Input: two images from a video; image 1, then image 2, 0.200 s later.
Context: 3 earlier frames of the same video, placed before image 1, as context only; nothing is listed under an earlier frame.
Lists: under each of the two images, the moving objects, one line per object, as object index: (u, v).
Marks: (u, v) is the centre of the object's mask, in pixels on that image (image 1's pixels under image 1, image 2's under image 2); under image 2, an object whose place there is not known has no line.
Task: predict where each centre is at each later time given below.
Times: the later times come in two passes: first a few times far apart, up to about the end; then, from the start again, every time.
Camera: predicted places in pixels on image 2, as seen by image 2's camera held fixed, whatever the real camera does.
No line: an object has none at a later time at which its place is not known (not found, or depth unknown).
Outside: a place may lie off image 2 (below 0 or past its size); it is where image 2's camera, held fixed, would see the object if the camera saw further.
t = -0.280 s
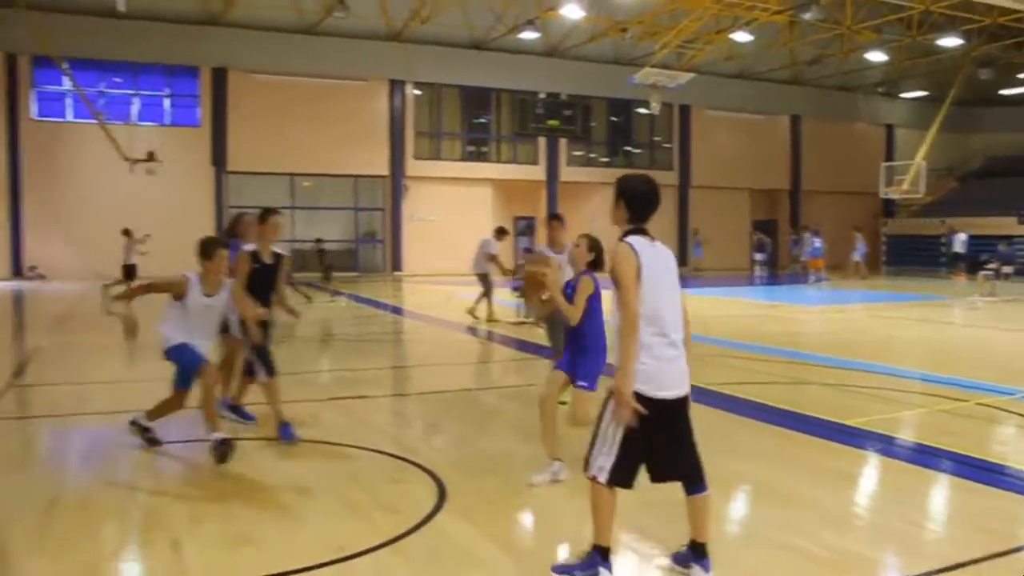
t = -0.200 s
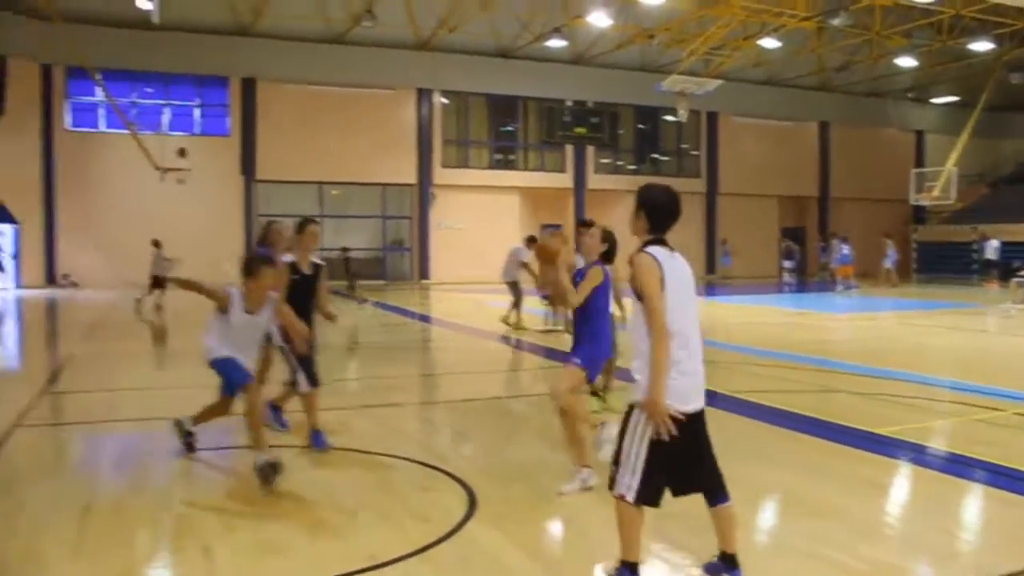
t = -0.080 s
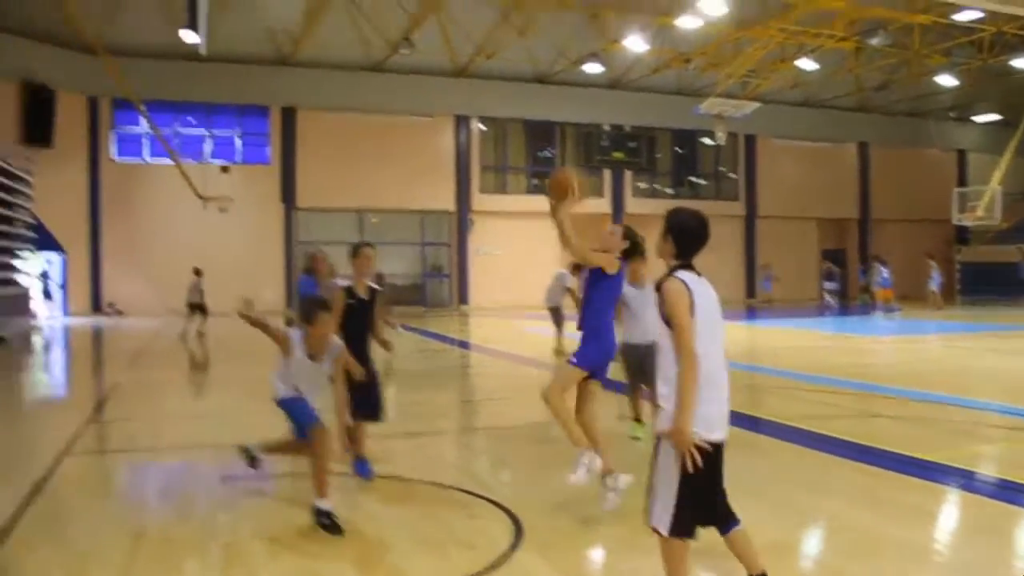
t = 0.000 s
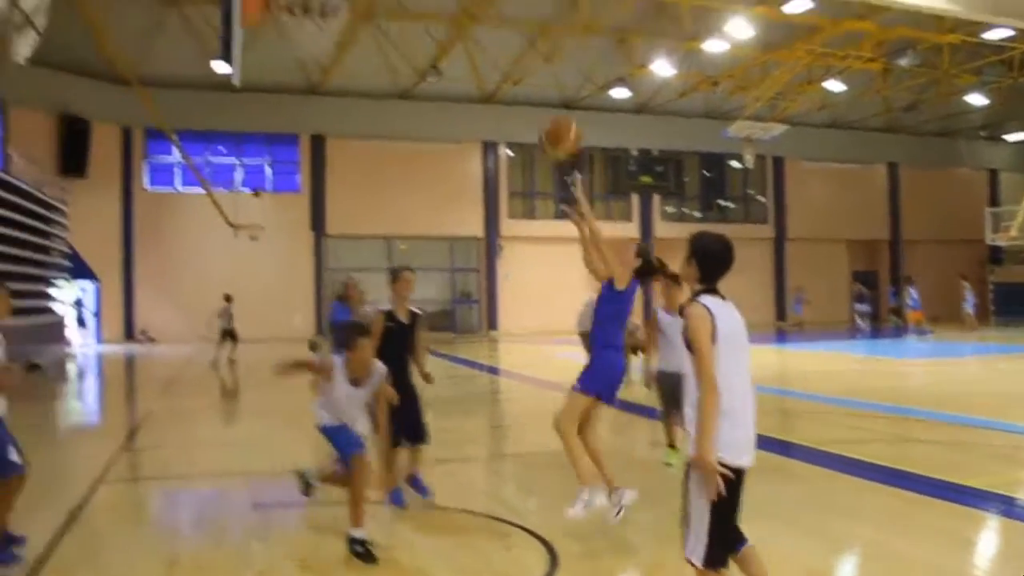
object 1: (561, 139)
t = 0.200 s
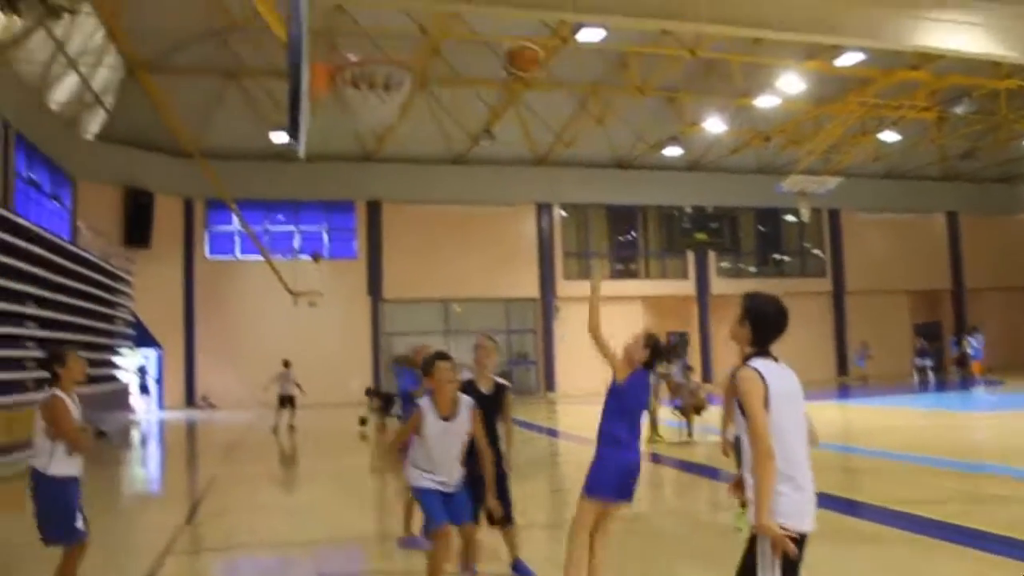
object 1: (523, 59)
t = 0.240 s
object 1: (504, 38)
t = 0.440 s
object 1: (415, -22)
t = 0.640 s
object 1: (351, -17)
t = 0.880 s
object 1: (421, 50)
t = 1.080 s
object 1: (382, 49)
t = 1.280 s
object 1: (368, 55)
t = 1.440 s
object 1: (354, 105)
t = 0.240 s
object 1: (504, 38)
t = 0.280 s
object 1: (485, 20)
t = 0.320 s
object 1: (468, 5)
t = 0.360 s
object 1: (450, -6)
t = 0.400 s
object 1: (433, -15)
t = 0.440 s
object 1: (415, -22)
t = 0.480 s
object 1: (396, -26)
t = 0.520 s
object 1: (376, -29)
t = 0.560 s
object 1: (358, -29)
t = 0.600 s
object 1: (345, -25)
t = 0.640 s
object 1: (351, -17)
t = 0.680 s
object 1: (367, -6)
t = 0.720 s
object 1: (382, 6)
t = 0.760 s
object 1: (399, 22)
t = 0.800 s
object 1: (416, 43)
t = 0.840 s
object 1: (425, 53)
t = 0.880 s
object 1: (421, 50)
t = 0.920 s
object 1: (414, 46)
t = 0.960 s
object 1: (410, 49)
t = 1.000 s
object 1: (394, 49)
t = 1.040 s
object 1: (388, 51)
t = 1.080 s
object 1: (382, 49)
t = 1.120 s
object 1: (378, 48)
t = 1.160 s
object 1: (375, 49)
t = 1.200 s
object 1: (374, 50)
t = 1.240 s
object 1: (371, 53)
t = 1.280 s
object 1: (368, 55)
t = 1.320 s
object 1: (379, 79)
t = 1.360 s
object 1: (357, 89)
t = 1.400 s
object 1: (355, 96)
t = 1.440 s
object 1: (354, 105)
